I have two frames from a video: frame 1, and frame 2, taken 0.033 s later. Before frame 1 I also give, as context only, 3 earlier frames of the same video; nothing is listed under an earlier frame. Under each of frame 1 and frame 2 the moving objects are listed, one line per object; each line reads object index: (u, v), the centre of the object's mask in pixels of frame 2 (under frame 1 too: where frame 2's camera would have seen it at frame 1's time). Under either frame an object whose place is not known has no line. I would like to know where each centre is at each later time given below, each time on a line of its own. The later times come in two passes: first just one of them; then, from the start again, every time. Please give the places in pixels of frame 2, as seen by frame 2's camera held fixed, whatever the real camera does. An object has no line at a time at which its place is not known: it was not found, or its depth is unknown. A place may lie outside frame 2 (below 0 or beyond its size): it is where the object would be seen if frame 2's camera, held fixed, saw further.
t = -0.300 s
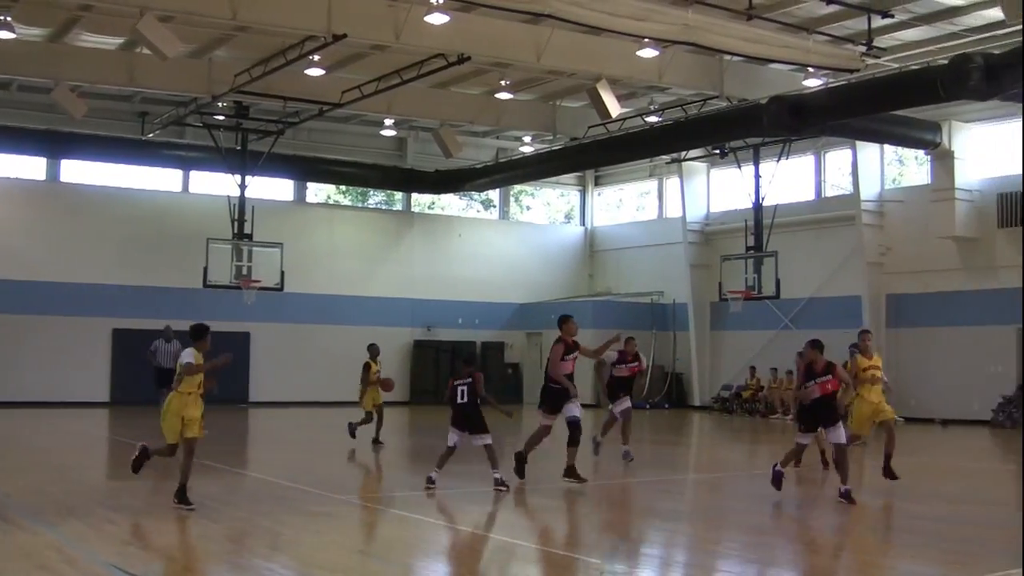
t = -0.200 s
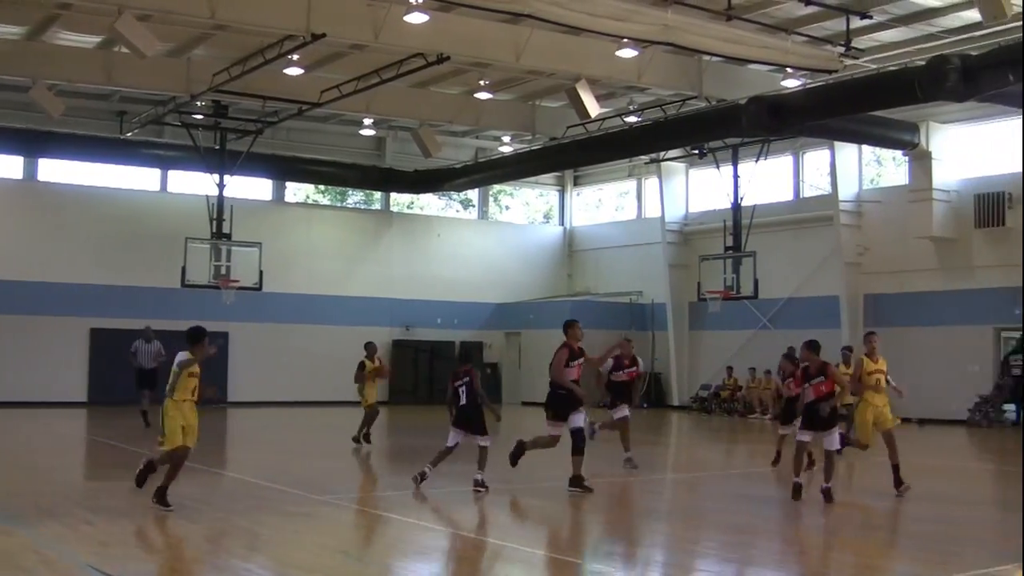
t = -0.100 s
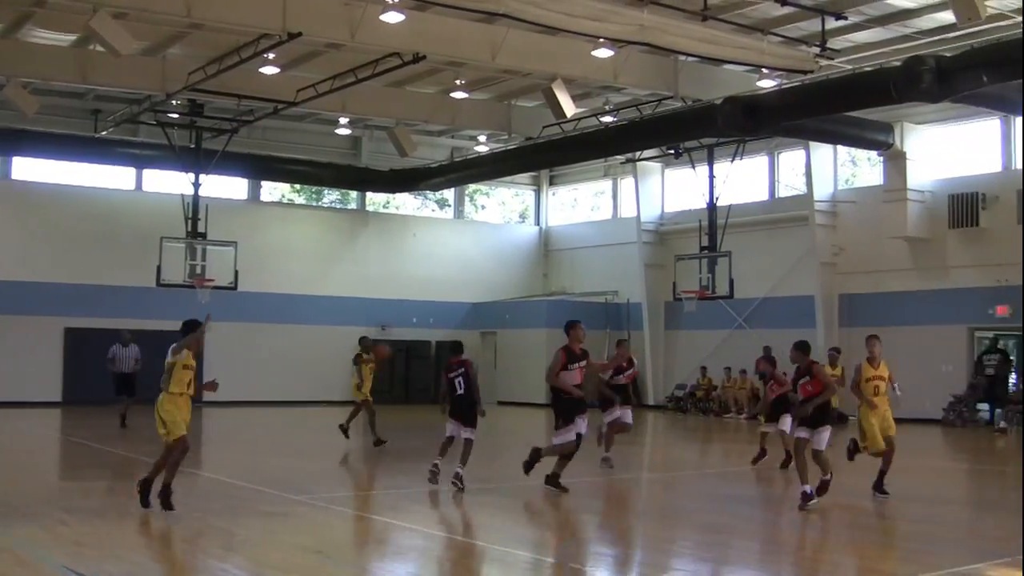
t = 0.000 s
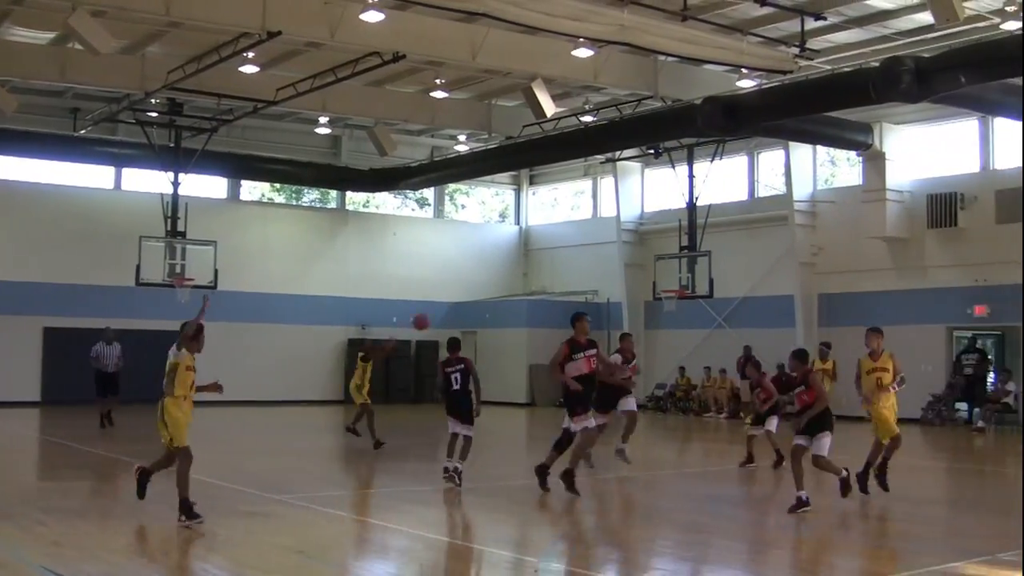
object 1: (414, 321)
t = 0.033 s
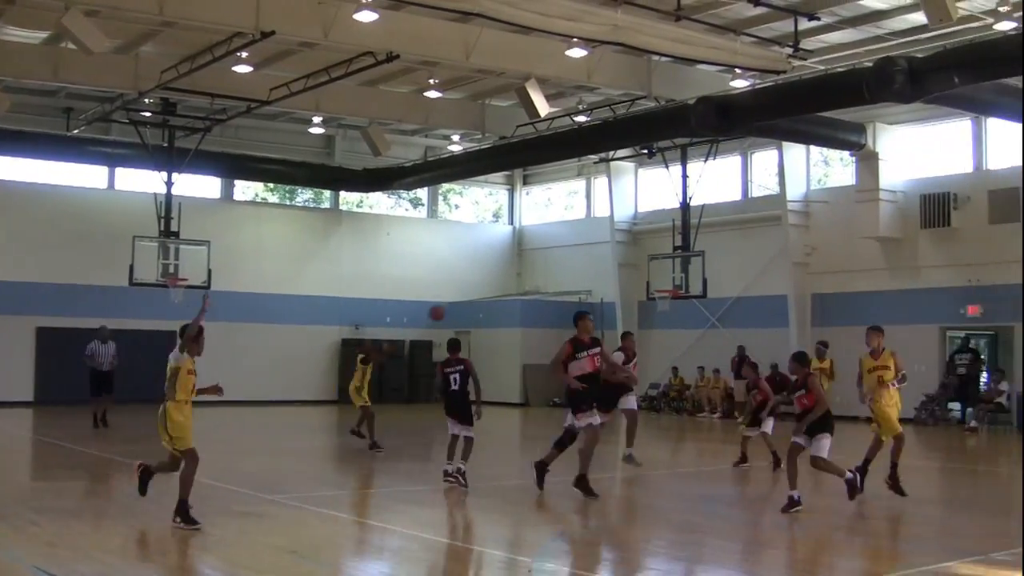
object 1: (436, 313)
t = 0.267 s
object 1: (609, 264)
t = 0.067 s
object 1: (459, 304)
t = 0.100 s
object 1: (482, 296)
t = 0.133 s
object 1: (506, 288)
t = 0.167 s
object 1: (531, 281)
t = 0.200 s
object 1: (556, 275)
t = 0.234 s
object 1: (582, 269)
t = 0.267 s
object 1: (609, 264)
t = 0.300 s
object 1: (637, 260)
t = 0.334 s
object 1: (665, 256)
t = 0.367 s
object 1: (696, 253)
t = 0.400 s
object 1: (727, 250)
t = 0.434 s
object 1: (759, 249)
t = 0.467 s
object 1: (792, 248)
